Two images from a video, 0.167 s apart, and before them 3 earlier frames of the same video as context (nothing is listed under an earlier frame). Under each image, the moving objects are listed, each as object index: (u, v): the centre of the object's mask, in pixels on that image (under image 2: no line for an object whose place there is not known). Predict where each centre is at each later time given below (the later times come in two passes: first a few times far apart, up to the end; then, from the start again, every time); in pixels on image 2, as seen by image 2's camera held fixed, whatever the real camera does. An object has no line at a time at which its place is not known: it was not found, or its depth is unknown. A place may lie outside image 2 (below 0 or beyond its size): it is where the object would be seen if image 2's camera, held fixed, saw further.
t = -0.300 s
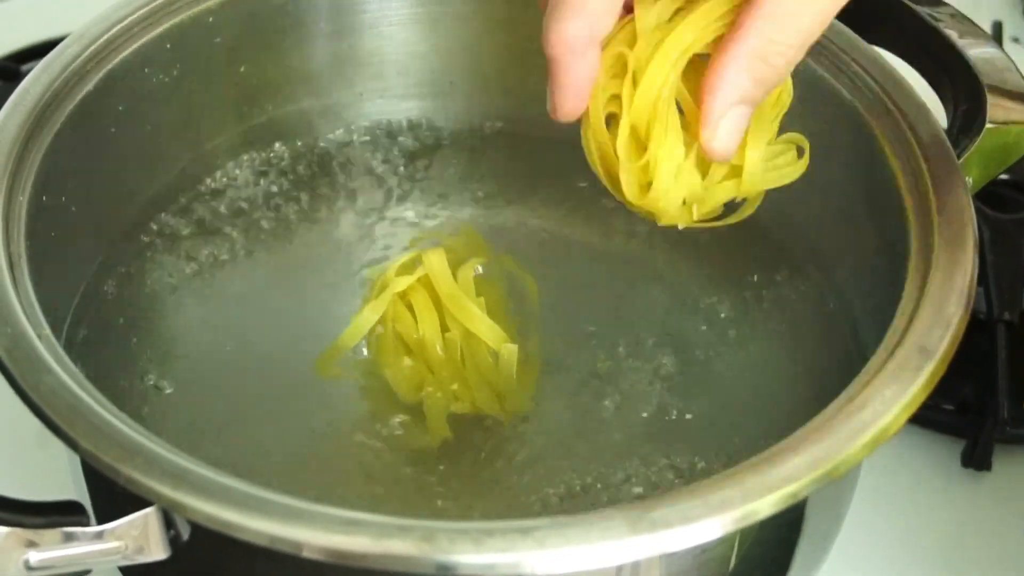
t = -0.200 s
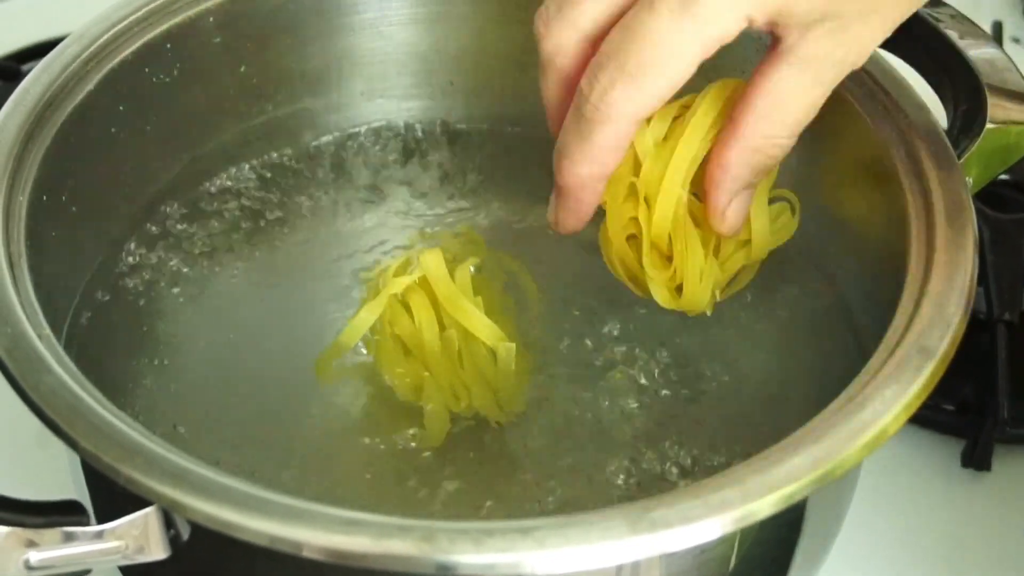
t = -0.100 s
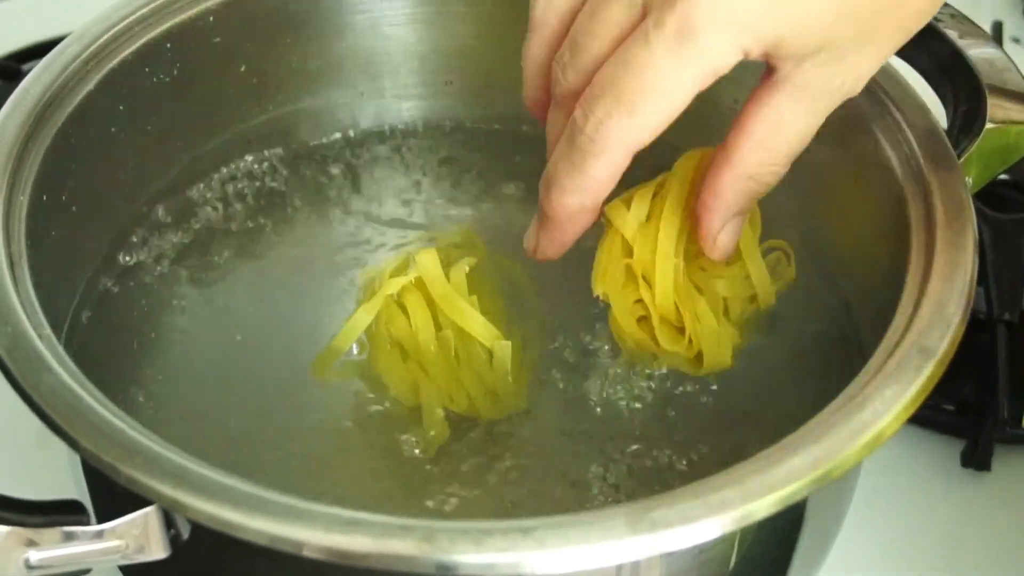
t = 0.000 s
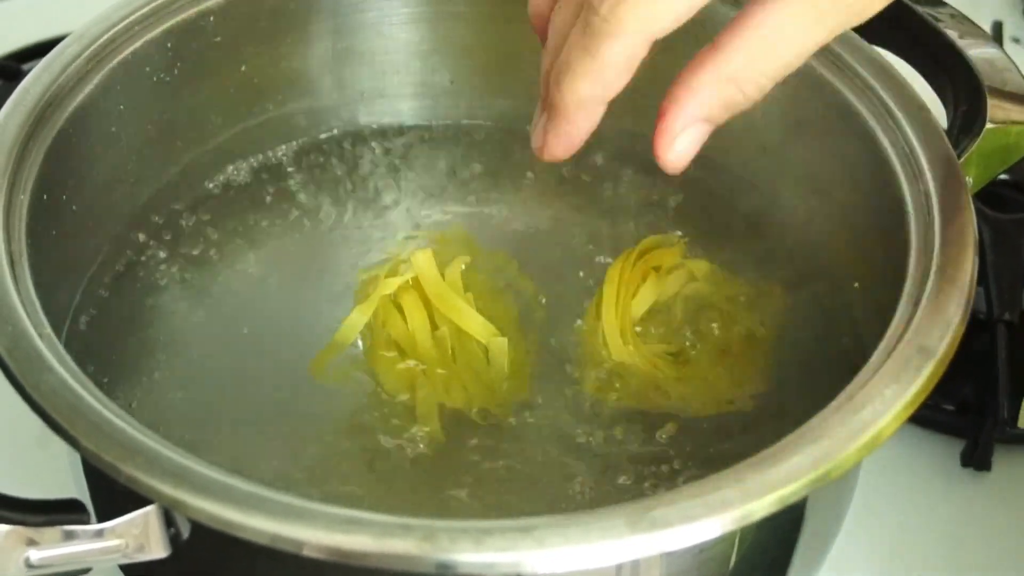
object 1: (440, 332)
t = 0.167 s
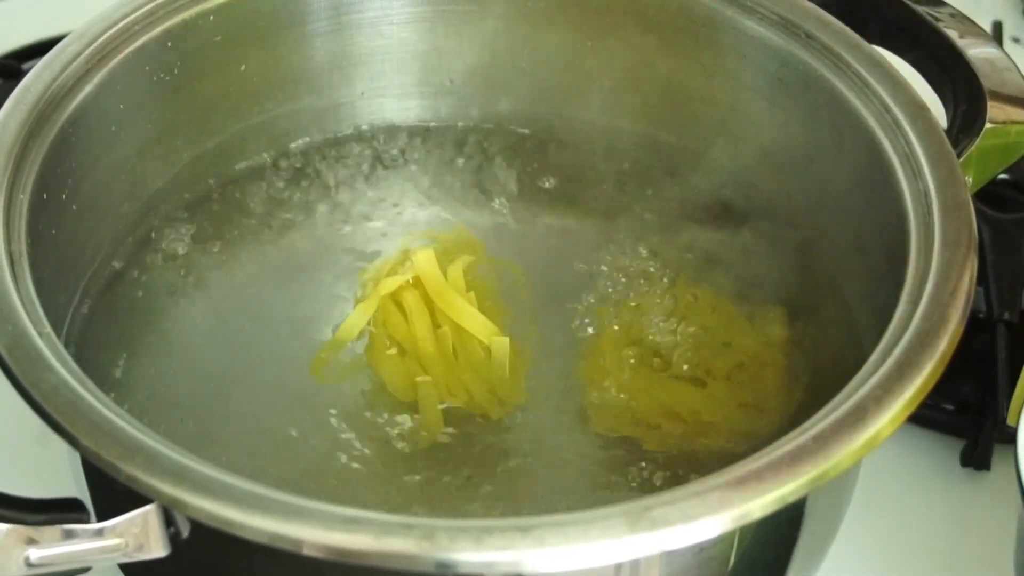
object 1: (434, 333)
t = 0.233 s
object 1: (438, 332)
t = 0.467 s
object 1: (430, 335)
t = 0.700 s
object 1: (433, 333)
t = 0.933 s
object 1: (429, 332)
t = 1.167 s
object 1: (427, 333)
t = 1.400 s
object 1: (424, 332)
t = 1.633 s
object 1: (420, 331)
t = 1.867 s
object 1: (416, 334)
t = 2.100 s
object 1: (417, 333)
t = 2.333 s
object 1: (416, 333)
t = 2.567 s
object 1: (413, 334)
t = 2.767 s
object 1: (414, 333)
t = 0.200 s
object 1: (437, 332)
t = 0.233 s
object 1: (438, 332)
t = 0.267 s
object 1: (436, 333)
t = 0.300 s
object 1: (437, 332)
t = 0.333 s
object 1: (435, 334)
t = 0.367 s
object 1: (436, 331)
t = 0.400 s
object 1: (432, 334)
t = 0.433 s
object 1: (432, 333)
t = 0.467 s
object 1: (430, 335)
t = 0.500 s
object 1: (429, 334)
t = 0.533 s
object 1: (427, 334)
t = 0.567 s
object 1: (428, 334)
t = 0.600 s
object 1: (426, 334)
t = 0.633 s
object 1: (429, 335)
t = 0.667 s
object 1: (426, 334)
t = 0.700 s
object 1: (433, 333)
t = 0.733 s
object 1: (428, 334)
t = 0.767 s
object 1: (428, 332)
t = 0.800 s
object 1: (431, 332)
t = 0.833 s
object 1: (429, 333)
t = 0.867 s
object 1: (431, 334)
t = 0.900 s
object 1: (428, 333)
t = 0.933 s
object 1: (429, 332)
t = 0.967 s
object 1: (427, 333)
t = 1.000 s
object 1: (427, 334)
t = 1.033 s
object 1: (431, 333)
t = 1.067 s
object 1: (428, 332)
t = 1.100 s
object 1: (427, 334)
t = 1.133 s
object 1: (428, 333)
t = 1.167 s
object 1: (427, 333)
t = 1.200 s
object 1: (424, 332)
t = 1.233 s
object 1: (424, 333)
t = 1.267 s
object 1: (425, 332)
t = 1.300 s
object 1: (424, 333)
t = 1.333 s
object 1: (423, 332)
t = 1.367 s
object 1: (421, 332)
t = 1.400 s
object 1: (424, 332)
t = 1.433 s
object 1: (421, 333)
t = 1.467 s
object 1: (418, 333)
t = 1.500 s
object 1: (422, 334)
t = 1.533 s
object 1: (421, 333)
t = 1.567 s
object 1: (422, 333)
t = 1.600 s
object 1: (420, 330)
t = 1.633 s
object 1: (420, 331)
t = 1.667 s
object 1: (420, 332)
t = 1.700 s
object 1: (424, 332)
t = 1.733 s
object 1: (420, 332)
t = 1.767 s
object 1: (419, 332)
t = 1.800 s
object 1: (416, 332)
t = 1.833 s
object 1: (417, 333)
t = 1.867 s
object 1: (416, 334)
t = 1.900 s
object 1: (416, 331)
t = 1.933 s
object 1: (415, 331)
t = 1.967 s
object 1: (414, 331)
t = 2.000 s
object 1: (413, 334)
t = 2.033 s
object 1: (412, 332)
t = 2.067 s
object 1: (413, 332)
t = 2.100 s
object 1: (417, 333)
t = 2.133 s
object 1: (416, 333)
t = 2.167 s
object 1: (417, 331)
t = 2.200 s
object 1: (418, 332)
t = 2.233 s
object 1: (415, 333)
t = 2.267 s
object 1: (415, 332)
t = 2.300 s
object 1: (416, 334)
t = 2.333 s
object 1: (416, 333)
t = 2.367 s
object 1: (417, 334)
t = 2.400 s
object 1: (413, 333)
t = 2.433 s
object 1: (415, 333)
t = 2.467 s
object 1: (414, 334)
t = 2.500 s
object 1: (412, 333)
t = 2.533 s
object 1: (412, 331)
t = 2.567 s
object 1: (413, 334)
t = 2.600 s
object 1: (413, 333)
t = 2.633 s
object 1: (413, 334)
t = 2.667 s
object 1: (411, 334)
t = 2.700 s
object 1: (412, 332)
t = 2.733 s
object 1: (416, 333)
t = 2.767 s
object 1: (414, 333)
